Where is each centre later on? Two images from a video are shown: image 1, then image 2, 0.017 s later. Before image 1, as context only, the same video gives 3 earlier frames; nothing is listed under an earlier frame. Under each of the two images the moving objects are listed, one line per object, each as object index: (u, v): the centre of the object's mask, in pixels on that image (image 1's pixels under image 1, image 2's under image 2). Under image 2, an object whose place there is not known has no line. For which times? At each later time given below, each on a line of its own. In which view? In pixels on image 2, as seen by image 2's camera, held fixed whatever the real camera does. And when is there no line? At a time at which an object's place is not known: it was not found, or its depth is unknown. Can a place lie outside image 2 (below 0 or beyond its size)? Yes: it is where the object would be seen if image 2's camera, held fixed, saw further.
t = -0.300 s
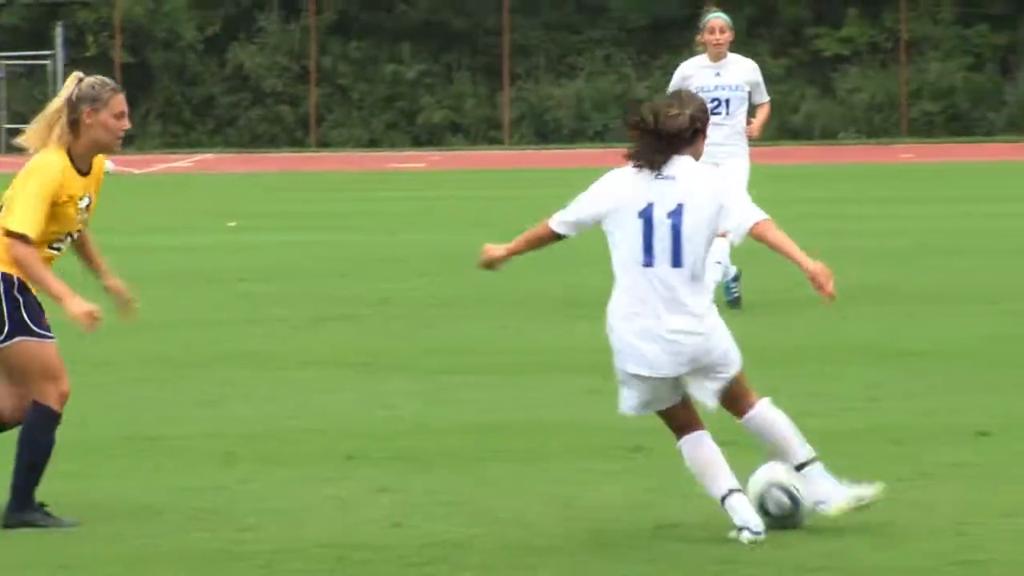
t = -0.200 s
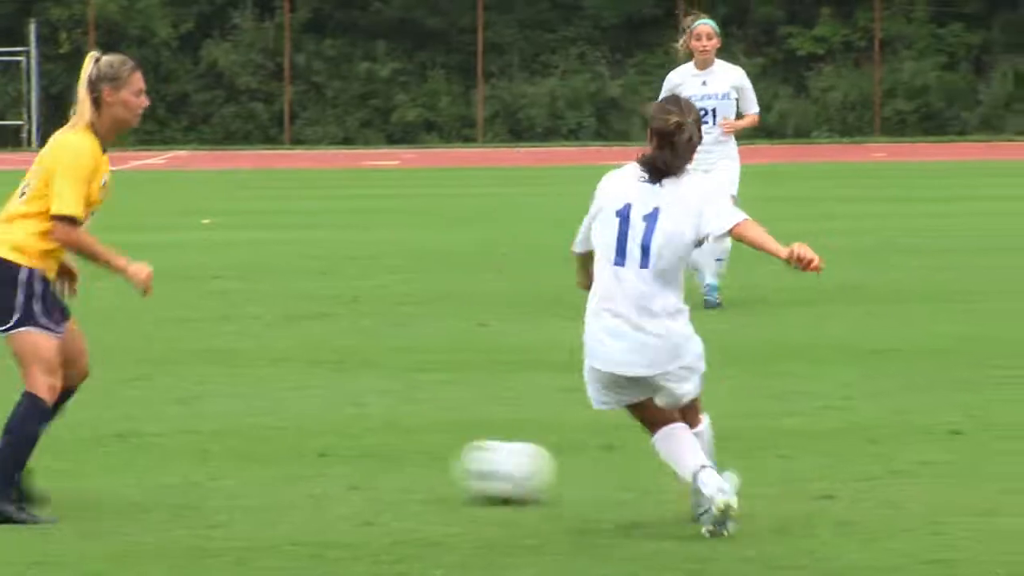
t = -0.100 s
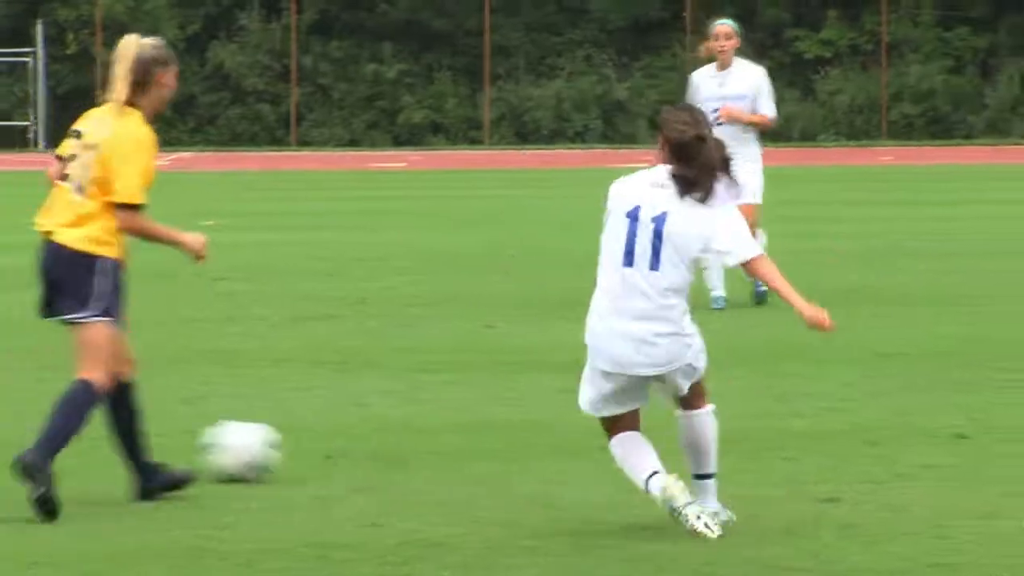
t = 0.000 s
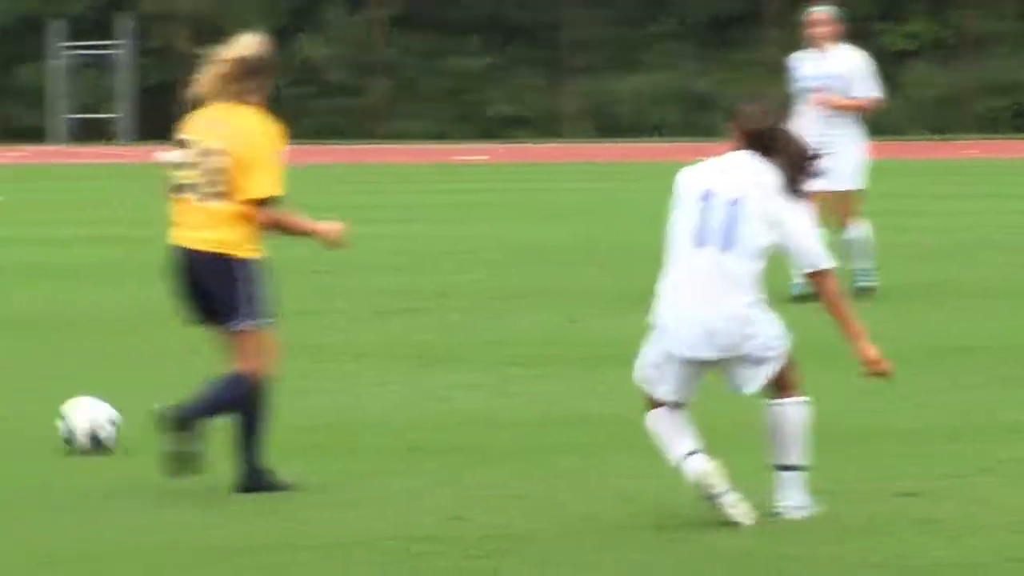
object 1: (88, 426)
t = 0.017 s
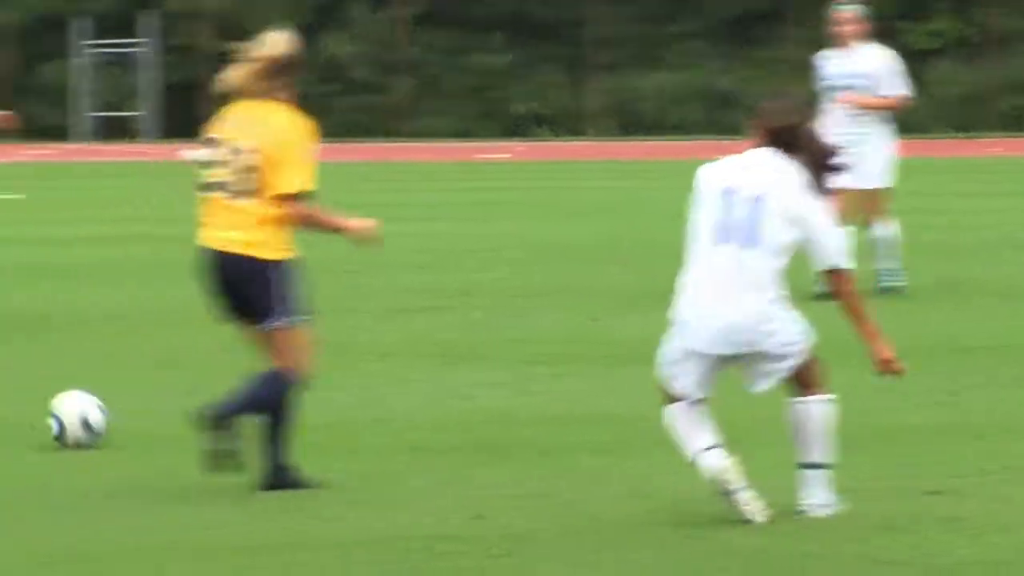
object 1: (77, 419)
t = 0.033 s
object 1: (43, 418)
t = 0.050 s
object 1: (7, 416)
